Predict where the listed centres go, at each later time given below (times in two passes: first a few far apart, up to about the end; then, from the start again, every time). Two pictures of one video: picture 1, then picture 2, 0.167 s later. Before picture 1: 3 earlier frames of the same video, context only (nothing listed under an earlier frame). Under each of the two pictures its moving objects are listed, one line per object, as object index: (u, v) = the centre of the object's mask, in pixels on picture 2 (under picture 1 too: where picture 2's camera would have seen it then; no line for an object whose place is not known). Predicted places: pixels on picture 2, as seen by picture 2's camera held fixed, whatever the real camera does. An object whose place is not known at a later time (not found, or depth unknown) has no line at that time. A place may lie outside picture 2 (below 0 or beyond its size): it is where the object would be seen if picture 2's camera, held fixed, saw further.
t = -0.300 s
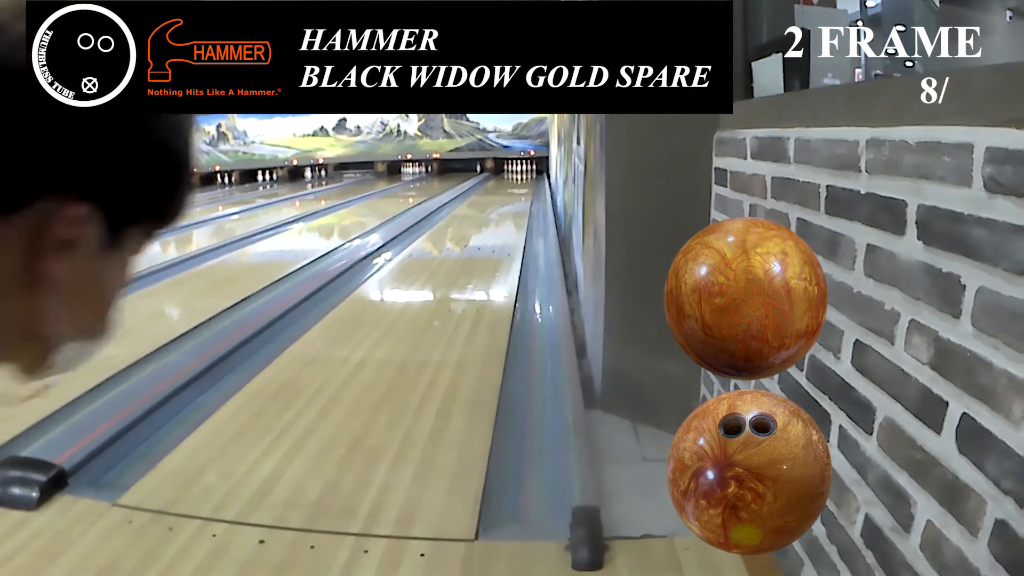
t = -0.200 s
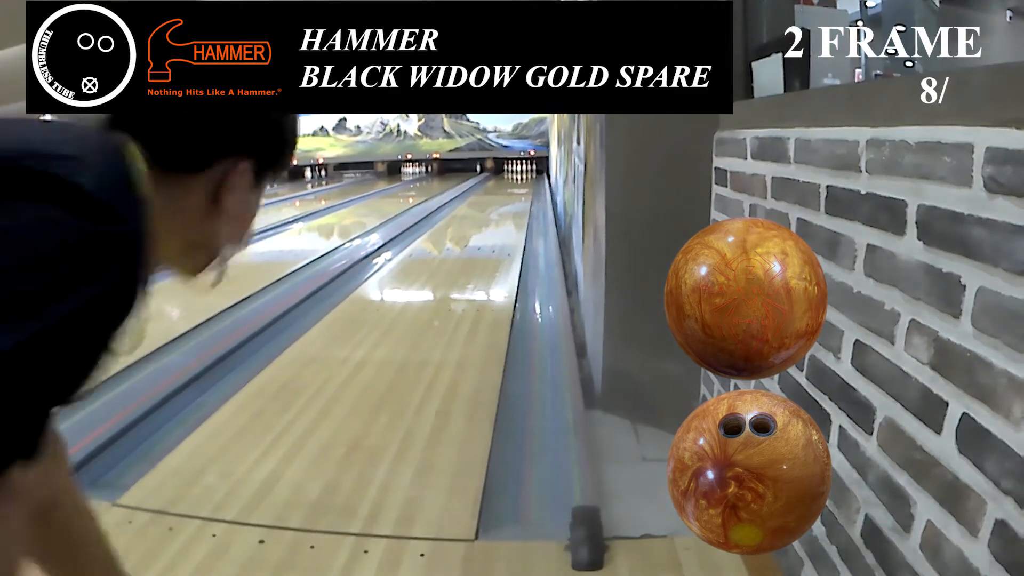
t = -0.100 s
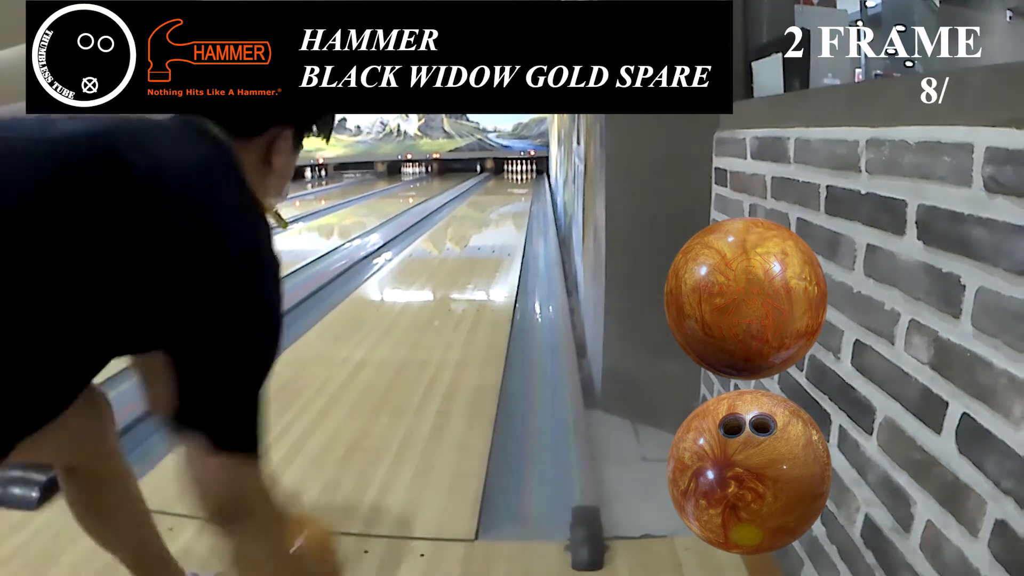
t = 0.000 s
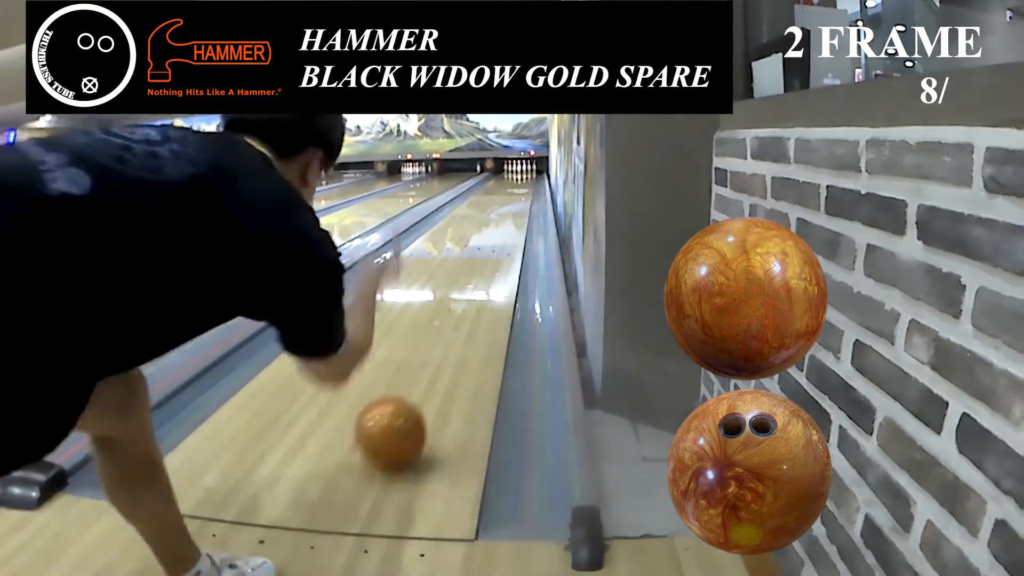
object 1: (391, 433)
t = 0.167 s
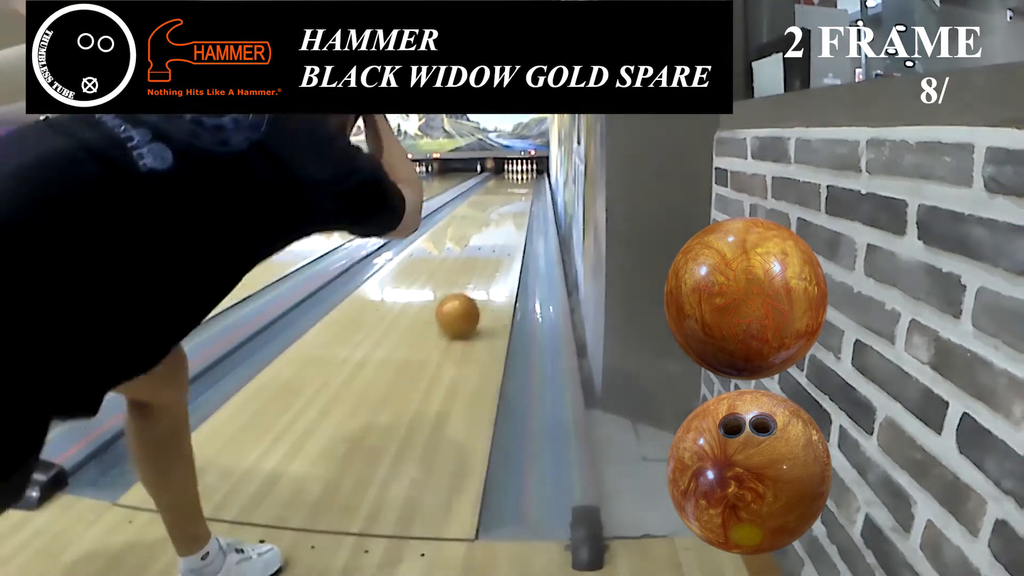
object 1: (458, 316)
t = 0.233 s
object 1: (472, 291)
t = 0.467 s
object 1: (499, 240)
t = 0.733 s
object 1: (514, 214)
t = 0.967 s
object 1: (521, 200)
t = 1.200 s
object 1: (524, 190)
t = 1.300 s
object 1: (525, 187)
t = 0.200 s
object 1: (465, 303)
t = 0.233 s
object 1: (472, 291)
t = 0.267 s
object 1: (477, 280)
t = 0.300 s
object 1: (482, 272)
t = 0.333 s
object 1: (486, 264)
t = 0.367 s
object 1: (490, 257)
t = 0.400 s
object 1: (494, 251)
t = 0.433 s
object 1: (497, 245)
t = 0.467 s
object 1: (499, 240)
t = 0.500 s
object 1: (502, 236)
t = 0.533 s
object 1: (504, 232)
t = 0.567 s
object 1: (506, 228)
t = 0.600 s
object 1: (508, 225)
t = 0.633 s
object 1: (510, 221)
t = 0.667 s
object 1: (511, 219)
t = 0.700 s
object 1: (513, 216)
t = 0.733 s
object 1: (514, 214)
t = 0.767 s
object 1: (515, 211)
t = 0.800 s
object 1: (517, 209)
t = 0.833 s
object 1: (518, 207)
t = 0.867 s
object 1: (518, 205)
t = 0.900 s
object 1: (520, 203)
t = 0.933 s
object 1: (520, 202)
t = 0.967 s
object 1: (521, 200)
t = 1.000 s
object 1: (522, 198)
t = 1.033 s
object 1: (522, 196)
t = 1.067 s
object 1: (523, 194)
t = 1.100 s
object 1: (523, 193)
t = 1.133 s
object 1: (524, 192)
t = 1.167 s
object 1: (524, 191)
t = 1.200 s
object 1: (524, 190)
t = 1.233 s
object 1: (525, 189)
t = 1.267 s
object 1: (525, 188)
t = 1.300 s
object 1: (525, 187)
